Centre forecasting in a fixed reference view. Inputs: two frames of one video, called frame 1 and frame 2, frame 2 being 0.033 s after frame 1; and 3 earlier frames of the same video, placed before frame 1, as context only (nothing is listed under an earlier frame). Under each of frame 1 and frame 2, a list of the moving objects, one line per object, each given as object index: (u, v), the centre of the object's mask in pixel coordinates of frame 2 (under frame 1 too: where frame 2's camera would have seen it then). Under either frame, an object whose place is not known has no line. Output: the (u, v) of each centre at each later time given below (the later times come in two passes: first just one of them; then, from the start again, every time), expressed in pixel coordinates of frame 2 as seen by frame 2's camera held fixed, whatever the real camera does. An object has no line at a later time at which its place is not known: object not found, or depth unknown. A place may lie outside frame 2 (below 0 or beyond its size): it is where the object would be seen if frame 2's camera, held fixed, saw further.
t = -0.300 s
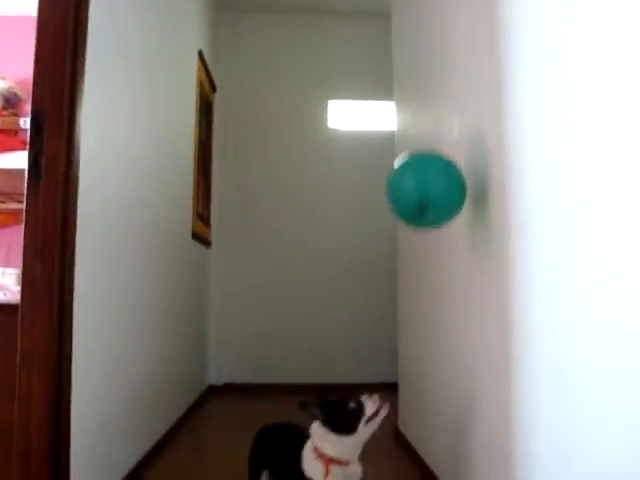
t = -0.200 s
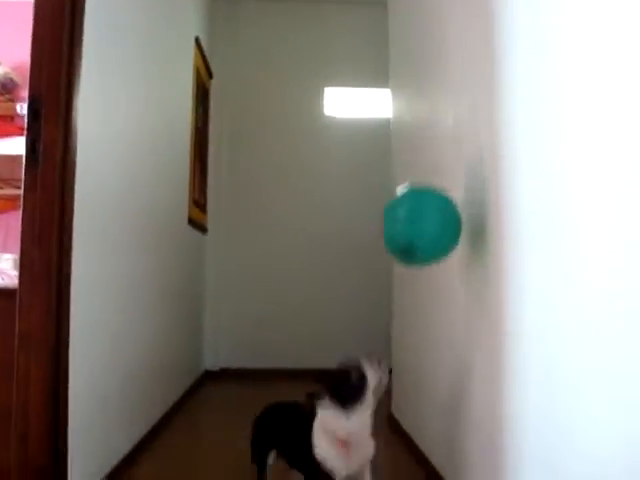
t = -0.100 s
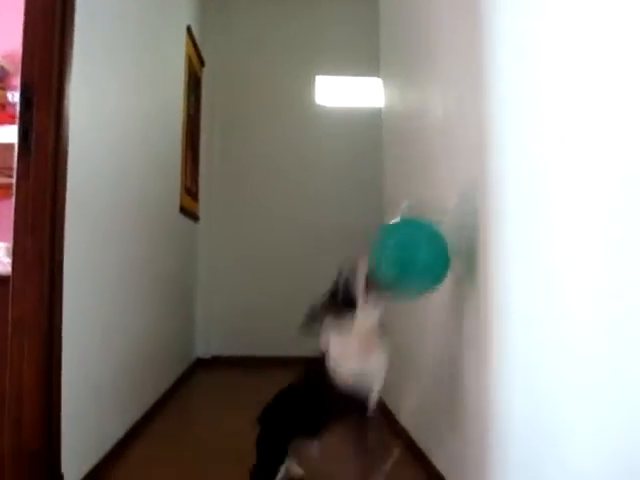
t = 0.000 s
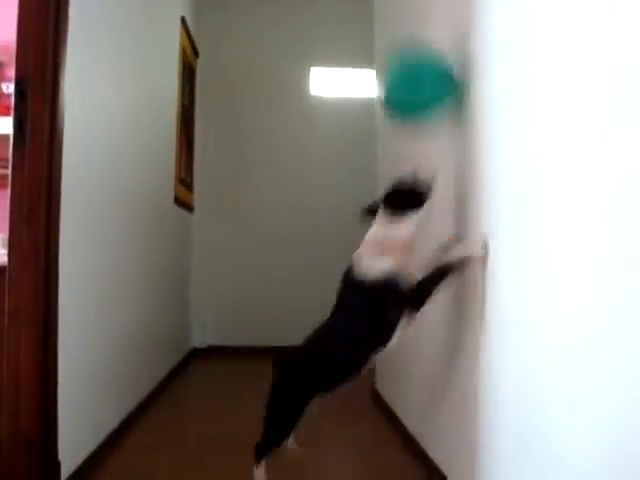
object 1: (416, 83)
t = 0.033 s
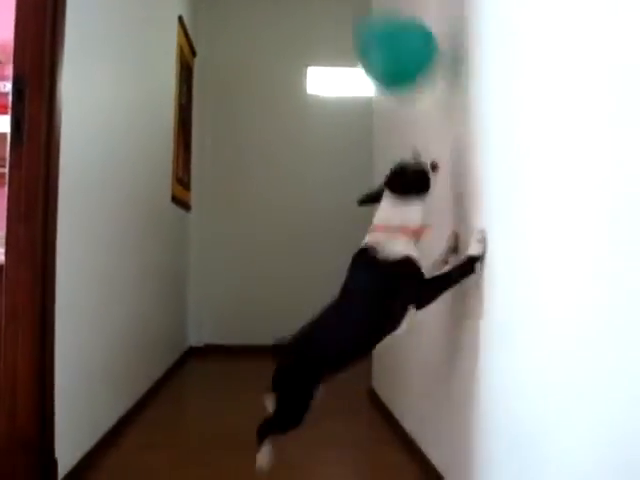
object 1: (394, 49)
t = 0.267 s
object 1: (323, -30)
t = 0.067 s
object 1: (380, 31)
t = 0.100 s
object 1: (366, 19)
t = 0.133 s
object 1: (355, 7)
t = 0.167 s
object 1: (346, -6)
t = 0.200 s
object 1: (336, -15)
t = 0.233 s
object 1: (328, -24)
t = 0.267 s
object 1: (323, -30)
